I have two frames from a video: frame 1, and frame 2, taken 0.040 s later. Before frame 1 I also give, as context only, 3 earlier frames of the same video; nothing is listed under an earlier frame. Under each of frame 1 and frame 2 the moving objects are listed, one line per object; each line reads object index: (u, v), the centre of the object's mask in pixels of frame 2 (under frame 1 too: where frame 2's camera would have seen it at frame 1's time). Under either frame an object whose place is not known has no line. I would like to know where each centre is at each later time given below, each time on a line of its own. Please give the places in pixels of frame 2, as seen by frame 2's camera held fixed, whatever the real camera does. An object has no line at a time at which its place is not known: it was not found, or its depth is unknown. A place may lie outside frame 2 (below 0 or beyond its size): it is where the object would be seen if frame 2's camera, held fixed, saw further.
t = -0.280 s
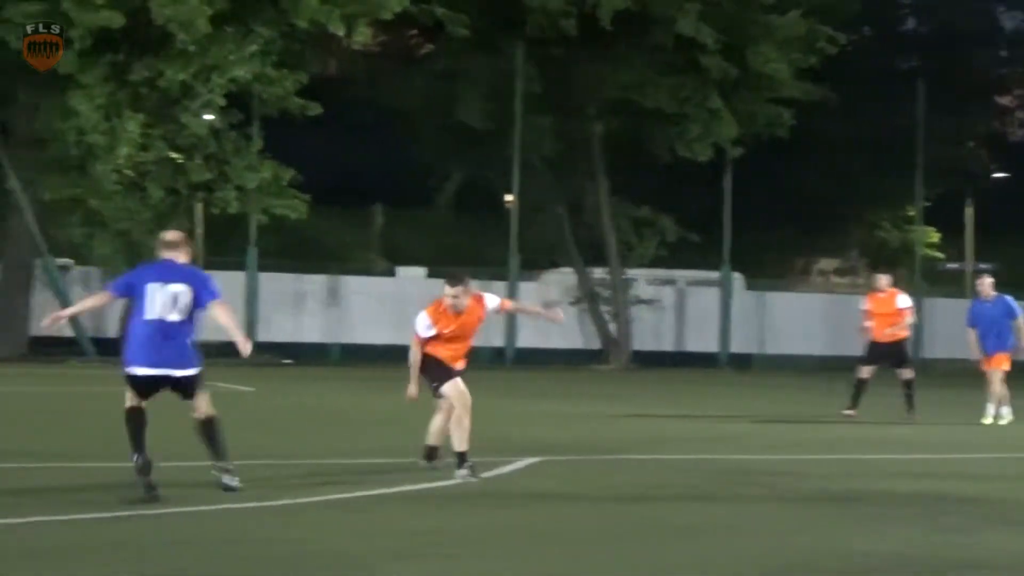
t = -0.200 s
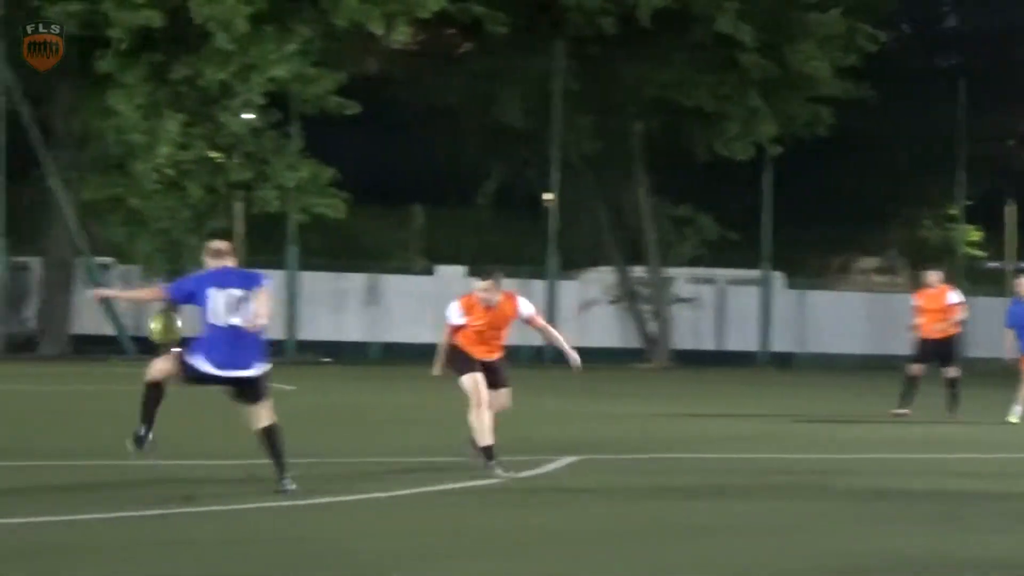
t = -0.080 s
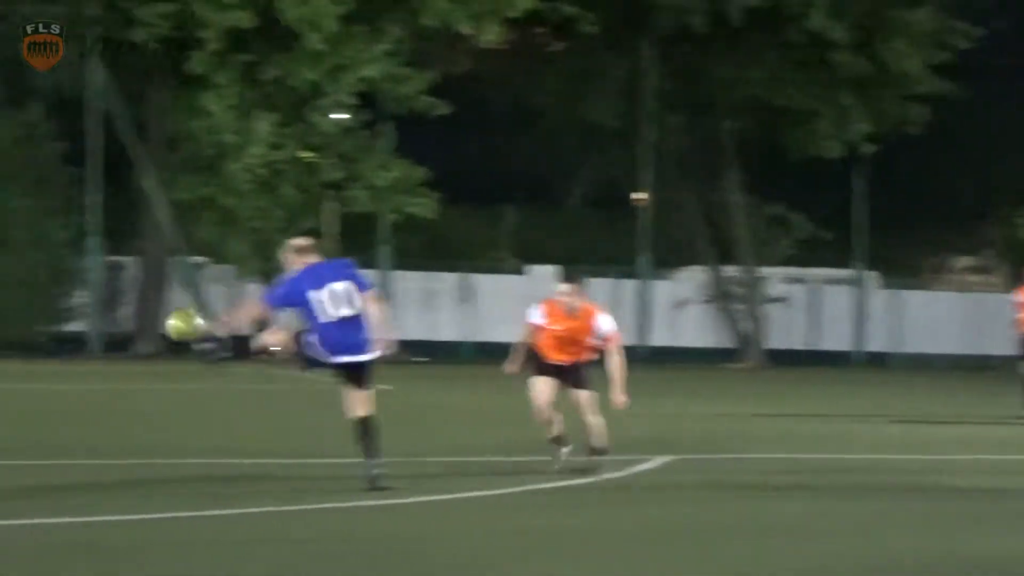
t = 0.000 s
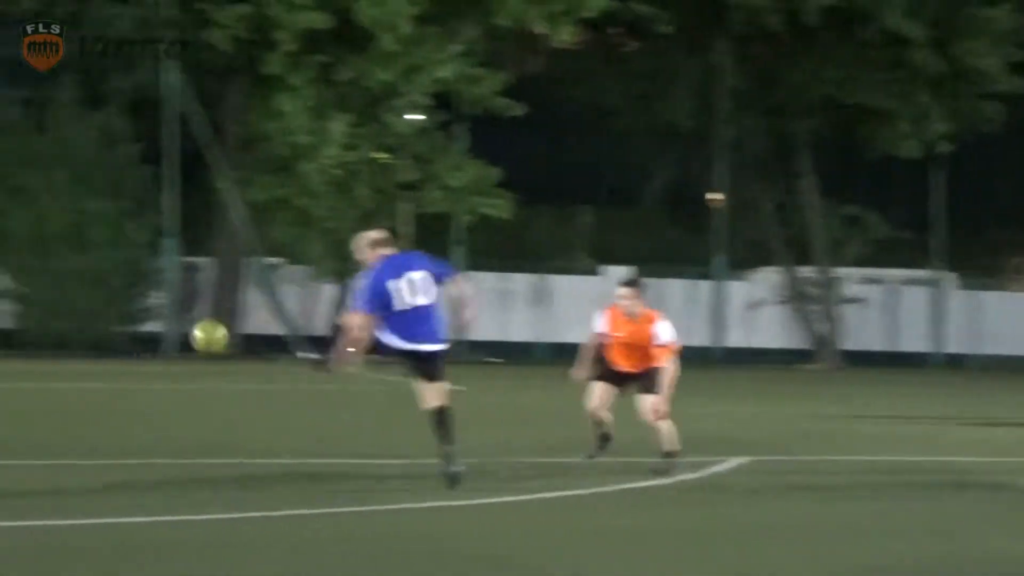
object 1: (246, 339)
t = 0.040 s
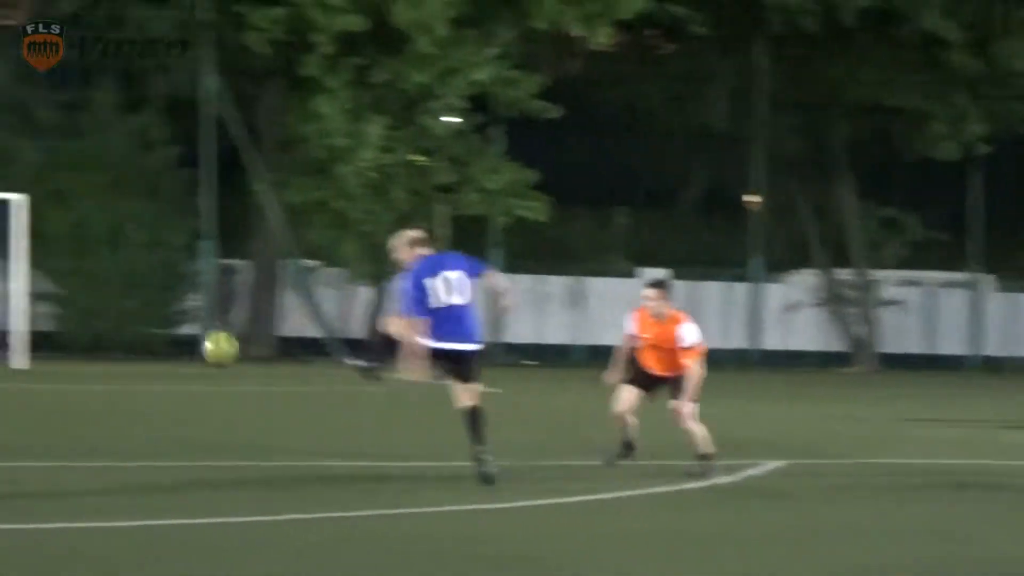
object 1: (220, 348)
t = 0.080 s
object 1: (196, 361)
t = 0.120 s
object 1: (169, 376)
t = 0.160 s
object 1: (143, 394)
